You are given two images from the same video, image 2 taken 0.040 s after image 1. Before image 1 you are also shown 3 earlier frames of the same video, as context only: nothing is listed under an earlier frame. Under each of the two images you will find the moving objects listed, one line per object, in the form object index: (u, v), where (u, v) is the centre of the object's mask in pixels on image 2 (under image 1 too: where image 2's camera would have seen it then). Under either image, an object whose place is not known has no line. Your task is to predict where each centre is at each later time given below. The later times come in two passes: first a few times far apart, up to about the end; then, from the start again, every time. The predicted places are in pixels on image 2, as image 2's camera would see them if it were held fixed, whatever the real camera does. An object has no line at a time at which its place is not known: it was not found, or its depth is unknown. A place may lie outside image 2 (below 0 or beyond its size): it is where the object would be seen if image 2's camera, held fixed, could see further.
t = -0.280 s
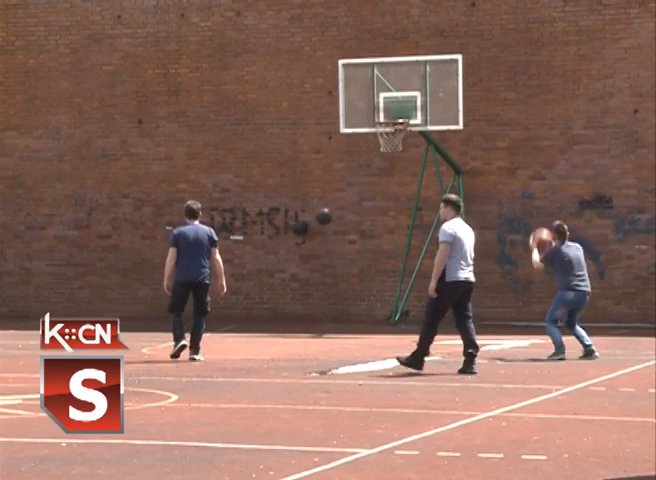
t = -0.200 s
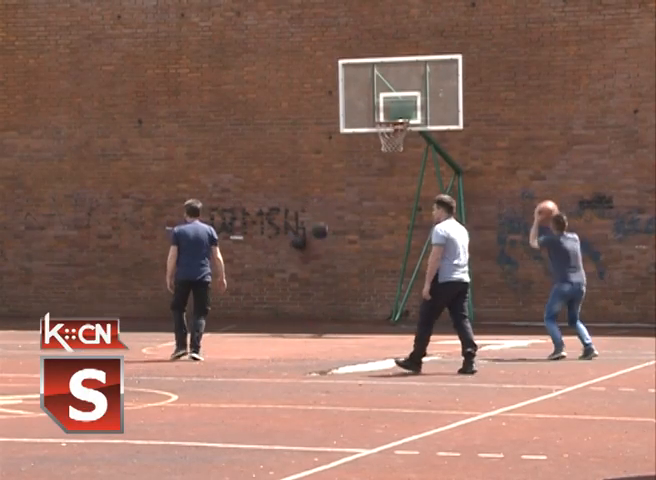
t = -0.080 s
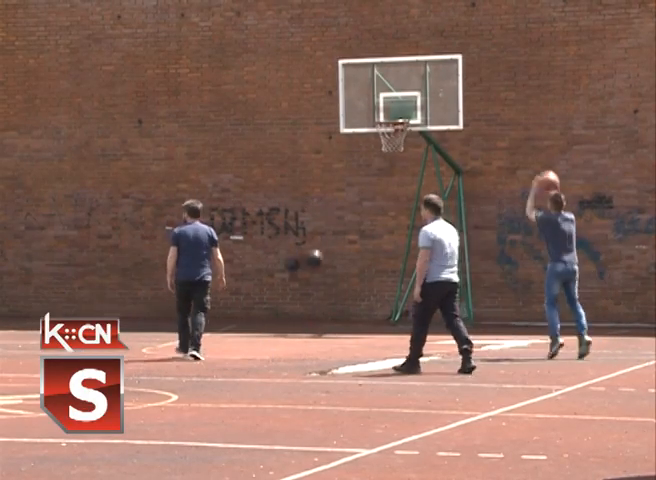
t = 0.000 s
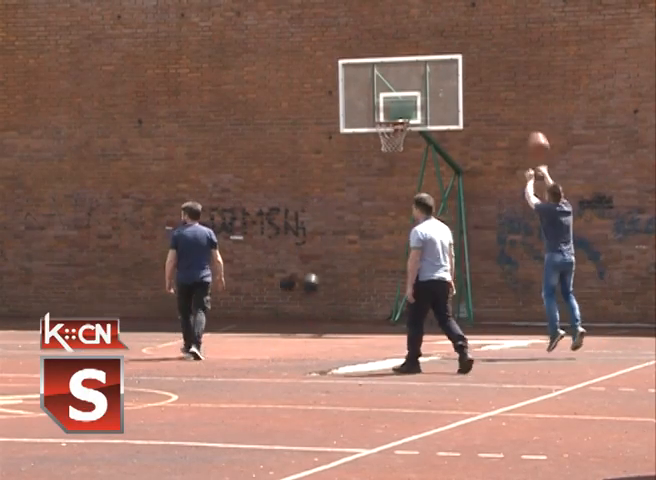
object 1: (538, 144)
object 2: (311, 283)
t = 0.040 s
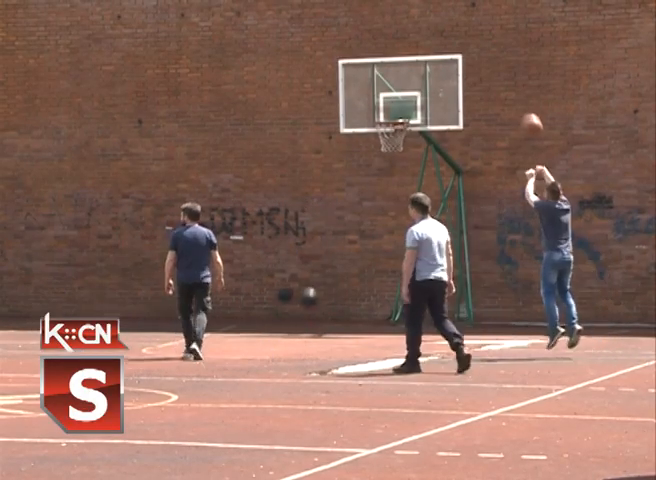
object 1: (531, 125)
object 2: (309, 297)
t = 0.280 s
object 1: (494, 44)
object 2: (299, 281)
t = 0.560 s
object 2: (287, 245)
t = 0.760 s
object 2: (279, 253)
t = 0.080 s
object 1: (525, 107)
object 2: (306, 311)
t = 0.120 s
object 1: (518, 92)
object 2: (305, 325)
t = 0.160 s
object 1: (512, 78)
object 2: (303, 311)
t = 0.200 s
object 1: (506, 66)
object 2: (302, 301)
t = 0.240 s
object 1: (500, 53)
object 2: (300, 291)
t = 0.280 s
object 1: (494, 44)
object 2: (299, 281)
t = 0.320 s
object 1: (488, 37)
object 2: (297, 273)
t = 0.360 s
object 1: (482, 30)
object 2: (295, 266)
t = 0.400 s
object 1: (476, 24)
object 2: (294, 259)
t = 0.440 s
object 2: (292, 254)
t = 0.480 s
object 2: (291, 250)
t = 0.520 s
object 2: (289, 248)
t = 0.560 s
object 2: (287, 245)
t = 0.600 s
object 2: (286, 245)
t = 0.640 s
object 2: (284, 245)
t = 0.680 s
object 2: (282, 247)
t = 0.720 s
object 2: (281, 249)
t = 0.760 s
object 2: (279, 253)
